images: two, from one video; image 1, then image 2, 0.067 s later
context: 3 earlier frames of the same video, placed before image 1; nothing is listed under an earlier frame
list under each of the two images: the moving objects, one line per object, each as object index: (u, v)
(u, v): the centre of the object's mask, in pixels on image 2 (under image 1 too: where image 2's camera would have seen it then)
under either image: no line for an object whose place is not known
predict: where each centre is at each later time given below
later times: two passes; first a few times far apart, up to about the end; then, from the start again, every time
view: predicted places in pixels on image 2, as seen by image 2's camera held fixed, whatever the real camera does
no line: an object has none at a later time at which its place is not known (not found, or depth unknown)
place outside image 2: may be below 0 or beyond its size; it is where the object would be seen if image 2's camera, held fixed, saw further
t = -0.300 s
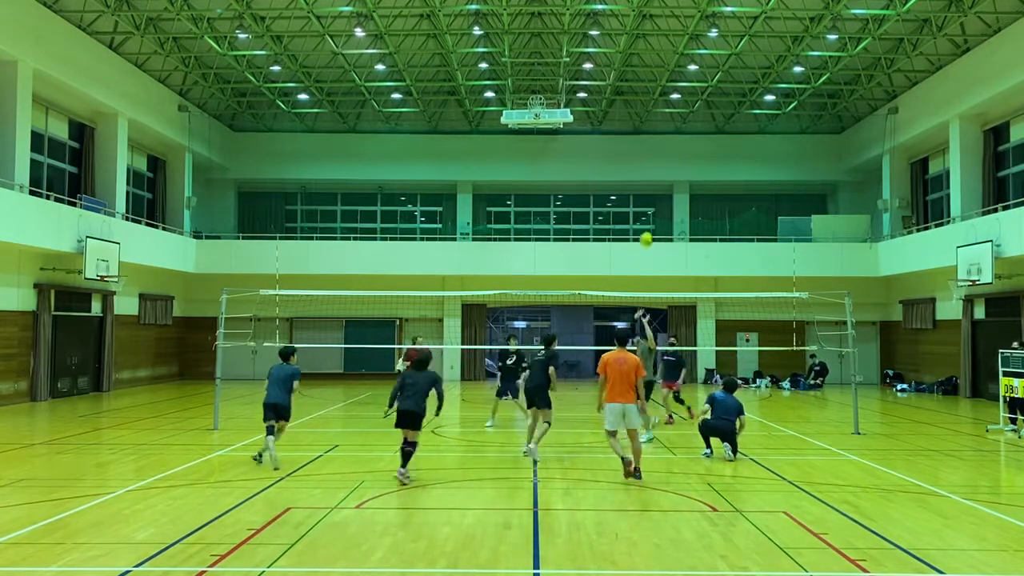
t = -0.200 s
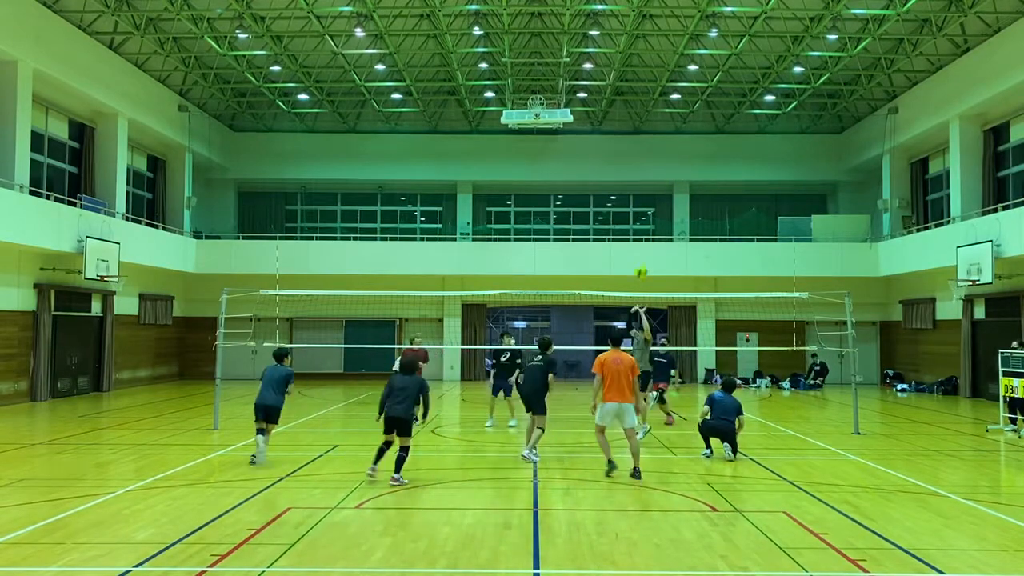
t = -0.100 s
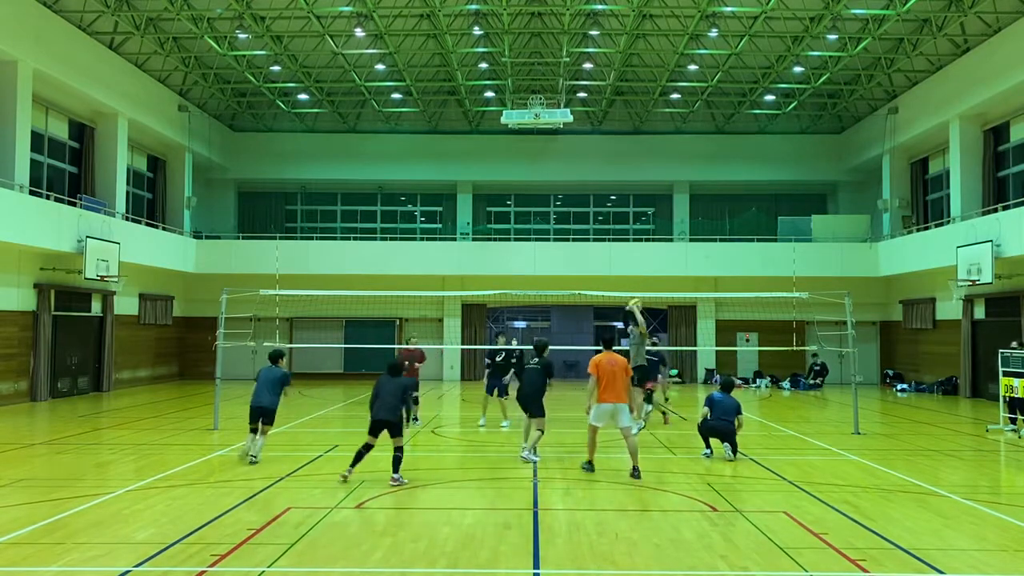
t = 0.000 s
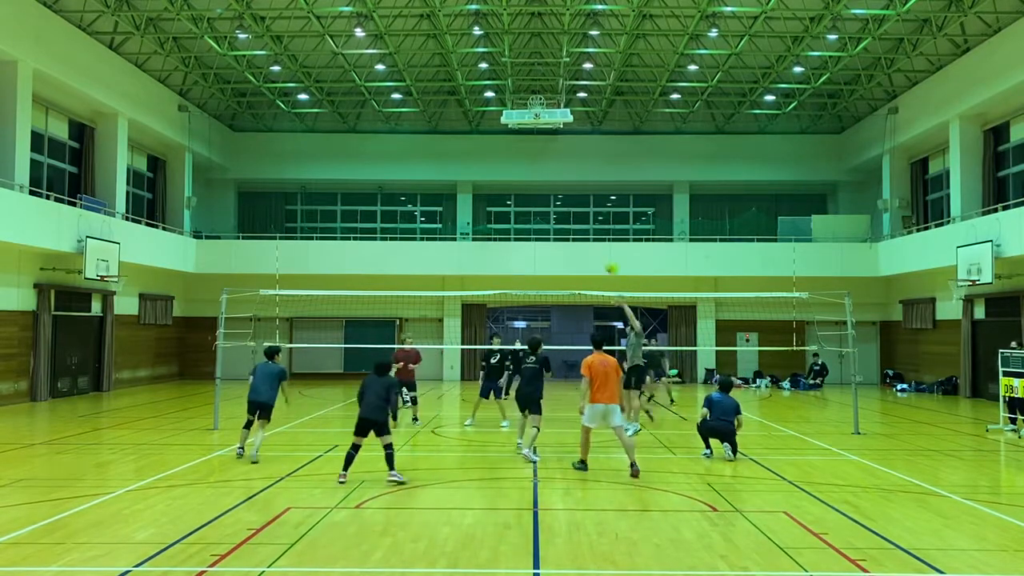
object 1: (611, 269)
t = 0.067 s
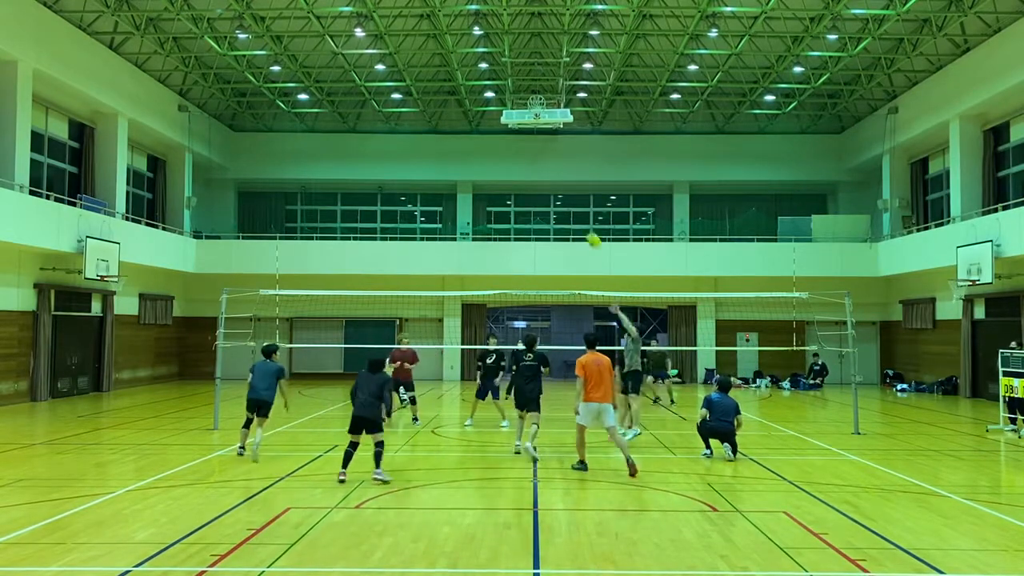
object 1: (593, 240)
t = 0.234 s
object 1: (550, 189)
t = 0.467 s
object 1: (491, 146)
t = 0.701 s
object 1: (436, 138)
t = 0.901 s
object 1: (390, 157)
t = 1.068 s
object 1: (352, 189)
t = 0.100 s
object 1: (585, 229)
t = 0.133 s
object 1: (576, 218)
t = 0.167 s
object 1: (566, 207)
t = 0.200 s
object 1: (558, 198)
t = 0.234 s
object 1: (550, 189)
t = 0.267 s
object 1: (542, 181)
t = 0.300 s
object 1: (532, 173)
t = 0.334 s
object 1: (523, 166)
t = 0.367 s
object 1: (515, 160)
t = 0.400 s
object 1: (507, 155)
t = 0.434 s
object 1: (499, 151)
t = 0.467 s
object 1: (491, 146)
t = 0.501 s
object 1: (483, 143)
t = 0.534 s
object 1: (475, 141)
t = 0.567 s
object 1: (467, 139)
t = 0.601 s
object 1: (459, 138)
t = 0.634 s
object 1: (452, 137)
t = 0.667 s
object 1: (444, 138)
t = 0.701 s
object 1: (436, 138)
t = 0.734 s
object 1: (428, 140)
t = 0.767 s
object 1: (420, 142)
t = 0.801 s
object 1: (413, 144)
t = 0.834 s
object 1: (405, 148)
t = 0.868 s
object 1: (397, 152)
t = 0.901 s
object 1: (390, 157)
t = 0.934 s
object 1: (382, 162)
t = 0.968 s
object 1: (375, 168)
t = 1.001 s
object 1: (368, 174)
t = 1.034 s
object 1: (359, 182)
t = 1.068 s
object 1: (352, 189)
